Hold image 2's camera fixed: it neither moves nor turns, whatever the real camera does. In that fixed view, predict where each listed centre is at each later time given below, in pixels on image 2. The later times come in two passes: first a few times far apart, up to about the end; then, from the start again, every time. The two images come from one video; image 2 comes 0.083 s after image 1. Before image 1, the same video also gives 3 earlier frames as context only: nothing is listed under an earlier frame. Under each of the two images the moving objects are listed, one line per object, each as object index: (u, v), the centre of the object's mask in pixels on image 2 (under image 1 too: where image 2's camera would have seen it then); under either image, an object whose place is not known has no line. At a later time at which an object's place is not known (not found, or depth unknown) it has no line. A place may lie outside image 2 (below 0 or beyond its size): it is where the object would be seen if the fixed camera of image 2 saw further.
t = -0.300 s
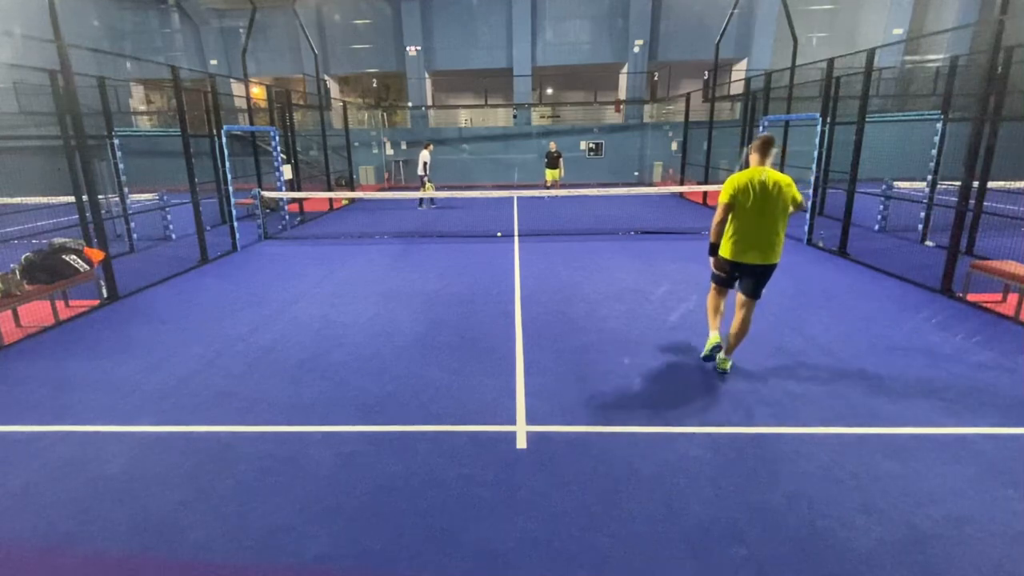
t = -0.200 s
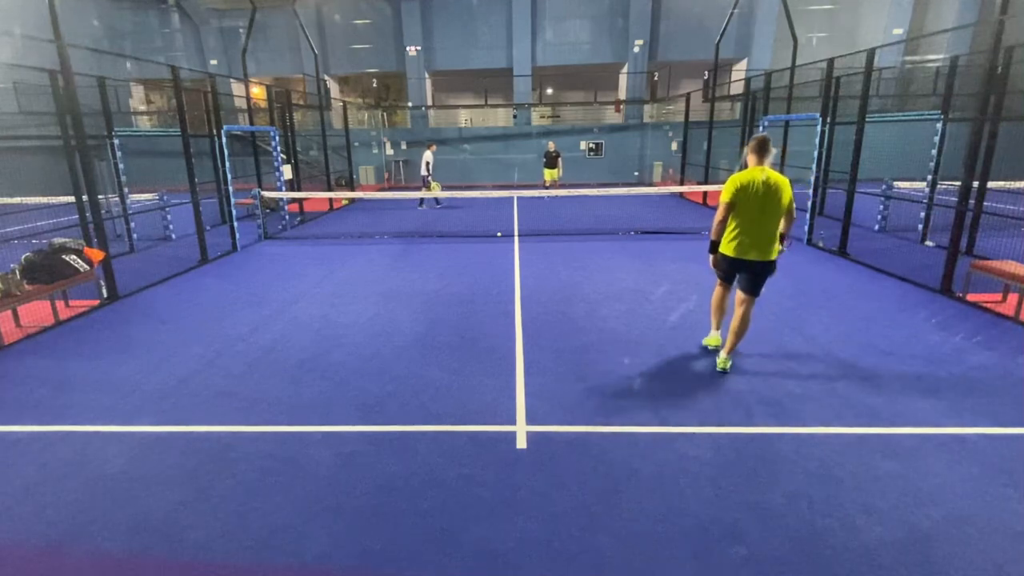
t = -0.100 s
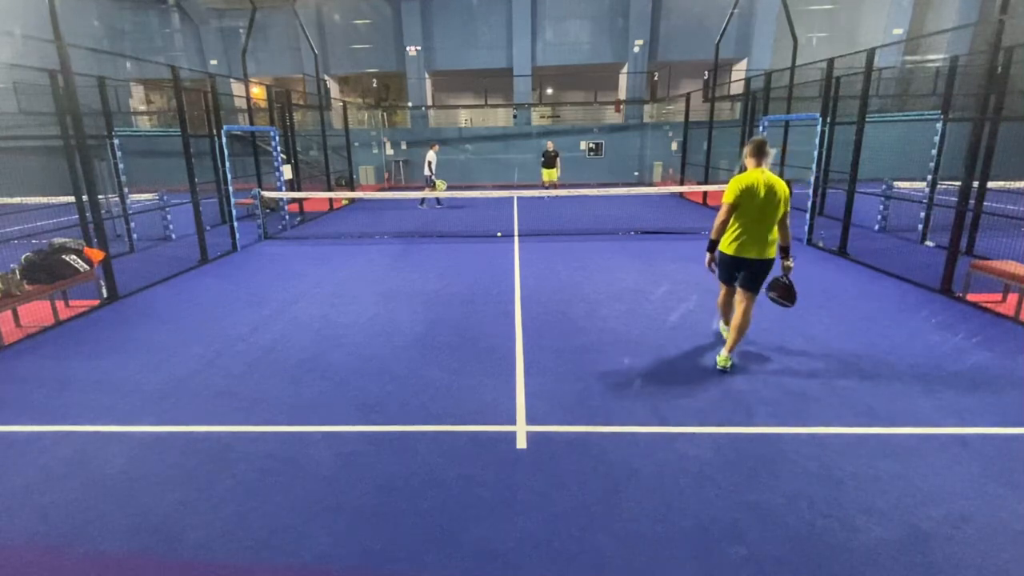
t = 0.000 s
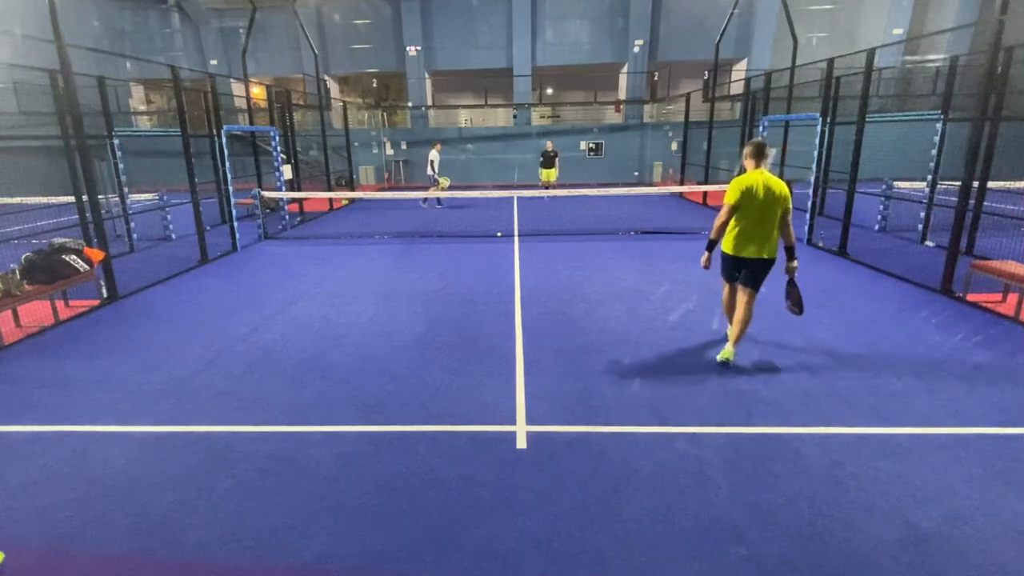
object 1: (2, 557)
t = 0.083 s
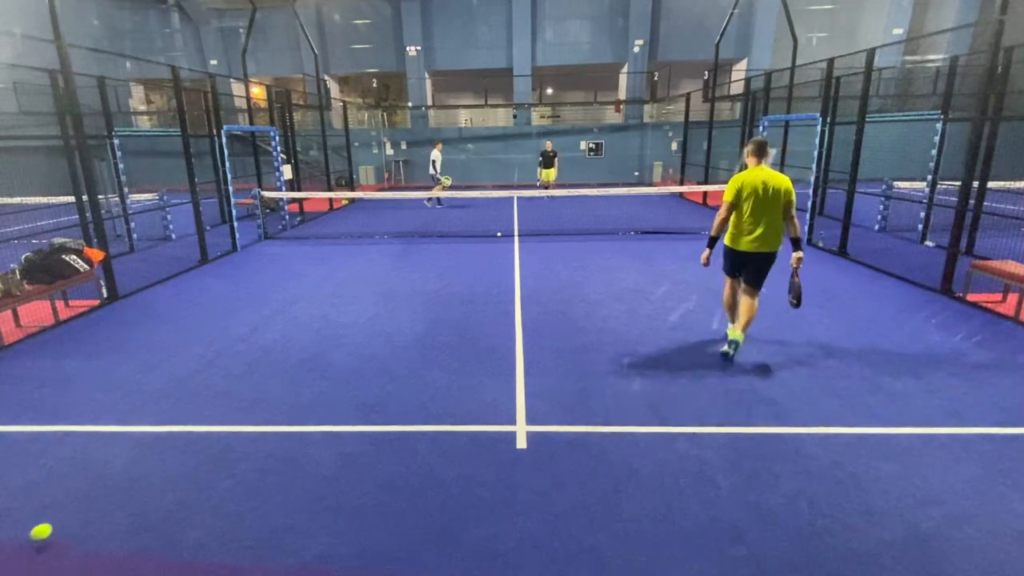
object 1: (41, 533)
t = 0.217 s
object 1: (108, 497)
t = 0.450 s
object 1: (197, 449)
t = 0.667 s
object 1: (258, 414)
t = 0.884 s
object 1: (307, 388)
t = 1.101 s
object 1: (345, 367)
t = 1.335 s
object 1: (378, 349)
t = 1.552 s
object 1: (403, 335)
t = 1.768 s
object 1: (424, 323)
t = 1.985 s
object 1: (442, 313)
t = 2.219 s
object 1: (457, 304)
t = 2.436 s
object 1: (470, 297)
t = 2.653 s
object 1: (481, 291)
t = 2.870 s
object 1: (491, 286)
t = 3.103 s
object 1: (500, 281)
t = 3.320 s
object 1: (507, 277)
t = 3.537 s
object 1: (513, 273)
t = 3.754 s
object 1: (519, 270)
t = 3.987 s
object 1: (524, 267)
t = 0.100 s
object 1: (50, 528)
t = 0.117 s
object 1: (60, 525)
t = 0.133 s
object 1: (69, 522)
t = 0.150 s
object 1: (77, 516)
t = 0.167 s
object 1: (85, 510)
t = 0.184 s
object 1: (93, 506)
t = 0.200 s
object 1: (100, 501)
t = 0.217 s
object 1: (108, 497)
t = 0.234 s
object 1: (116, 494)
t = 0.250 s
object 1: (123, 491)
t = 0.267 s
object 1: (130, 486)
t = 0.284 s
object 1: (137, 482)
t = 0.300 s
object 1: (143, 478)
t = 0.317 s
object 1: (150, 474)
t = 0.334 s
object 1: (156, 471)
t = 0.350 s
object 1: (162, 468)
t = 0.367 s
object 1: (168, 464)
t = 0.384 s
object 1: (174, 461)
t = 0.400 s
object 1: (180, 458)
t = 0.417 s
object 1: (185, 455)
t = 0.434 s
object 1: (192, 452)
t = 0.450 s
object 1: (197, 449)
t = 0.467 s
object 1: (202, 446)
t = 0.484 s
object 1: (207, 443)
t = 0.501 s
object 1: (213, 439)
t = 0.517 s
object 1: (217, 437)
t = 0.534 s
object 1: (222, 435)
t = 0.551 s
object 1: (227, 431)
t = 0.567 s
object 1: (232, 428)
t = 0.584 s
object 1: (237, 426)
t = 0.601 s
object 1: (241, 424)
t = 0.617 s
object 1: (246, 421)
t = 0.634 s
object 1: (250, 419)
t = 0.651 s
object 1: (254, 416)
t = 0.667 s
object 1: (258, 414)
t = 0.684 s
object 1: (263, 412)
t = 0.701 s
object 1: (267, 410)
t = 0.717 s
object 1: (271, 407)
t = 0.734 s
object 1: (275, 405)
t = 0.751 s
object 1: (278, 403)
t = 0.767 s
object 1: (282, 402)
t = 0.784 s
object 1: (286, 399)
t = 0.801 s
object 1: (290, 398)
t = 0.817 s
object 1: (293, 396)
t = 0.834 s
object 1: (297, 394)
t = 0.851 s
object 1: (300, 392)
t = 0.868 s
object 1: (303, 390)
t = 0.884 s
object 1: (307, 388)
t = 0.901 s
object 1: (310, 386)
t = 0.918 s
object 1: (313, 384)
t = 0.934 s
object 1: (316, 383)
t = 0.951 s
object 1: (319, 381)
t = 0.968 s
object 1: (323, 380)
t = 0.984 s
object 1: (326, 378)
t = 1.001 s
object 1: (329, 376)
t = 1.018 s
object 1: (331, 375)
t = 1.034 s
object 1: (334, 373)
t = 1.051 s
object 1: (337, 372)
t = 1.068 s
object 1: (340, 370)
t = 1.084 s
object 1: (343, 368)
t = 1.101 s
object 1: (345, 367)
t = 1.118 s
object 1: (348, 366)
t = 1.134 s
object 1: (351, 364)
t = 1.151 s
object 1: (353, 363)
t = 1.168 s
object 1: (355, 361)
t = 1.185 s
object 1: (358, 360)
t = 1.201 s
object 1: (360, 359)
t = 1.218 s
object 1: (363, 357)
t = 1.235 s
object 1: (365, 356)
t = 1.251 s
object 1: (367, 354)
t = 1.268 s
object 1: (370, 353)
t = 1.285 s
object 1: (372, 352)
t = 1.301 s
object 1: (374, 351)
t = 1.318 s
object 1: (376, 350)
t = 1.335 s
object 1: (378, 349)
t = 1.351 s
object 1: (380, 347)
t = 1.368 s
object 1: (383, 346)
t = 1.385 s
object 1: (385, 345)
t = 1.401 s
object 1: (386, 344)
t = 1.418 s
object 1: (389, 343)
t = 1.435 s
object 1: (390, 342)
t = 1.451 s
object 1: (392, 341)
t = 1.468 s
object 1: (394, 340)
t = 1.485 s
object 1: (396, 338)
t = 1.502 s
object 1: (398, 338)
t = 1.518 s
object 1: (400, 337)
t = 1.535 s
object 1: (402, 336)
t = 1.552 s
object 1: (403, 335)
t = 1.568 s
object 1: (405, 334)
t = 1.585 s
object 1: (407, 333)
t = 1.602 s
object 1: (409, 332)
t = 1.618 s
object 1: (410, 331)
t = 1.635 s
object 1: (412, 330)
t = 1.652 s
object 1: (413, 329)
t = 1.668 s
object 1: (415, 328)
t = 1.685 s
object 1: (417, 327)
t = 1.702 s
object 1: (418, 326)
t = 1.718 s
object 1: (420, 325)
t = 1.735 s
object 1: (421, 324)
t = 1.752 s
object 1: (423, 323)
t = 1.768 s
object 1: (424, 323)
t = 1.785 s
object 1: (426, 322)
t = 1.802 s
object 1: (427, 321)
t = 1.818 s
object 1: (428, 321)
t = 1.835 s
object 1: (430, 320)
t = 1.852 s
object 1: (431, 319)
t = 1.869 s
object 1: (433, 318)
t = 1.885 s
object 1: (434, 317)
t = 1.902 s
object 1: (435, 317)
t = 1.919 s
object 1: (436, 316)
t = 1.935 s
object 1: (438, 315)
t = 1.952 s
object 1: (439, 314)
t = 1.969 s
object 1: (441, 314)
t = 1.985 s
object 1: (442, 313)
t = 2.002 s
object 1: (443, 313)
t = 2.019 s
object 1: (444, 312)
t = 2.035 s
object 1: (445, 311)
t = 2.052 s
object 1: (446, 311)
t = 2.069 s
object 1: (448, 310)
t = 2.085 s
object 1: (449, 309)
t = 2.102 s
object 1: (450, 309)
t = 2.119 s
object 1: (451, 308)
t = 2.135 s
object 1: (452, 307)
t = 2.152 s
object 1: (453, 307)
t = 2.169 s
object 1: (454, 306)
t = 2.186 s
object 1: (455, 306)
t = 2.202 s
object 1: (456, 305)
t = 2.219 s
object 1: (457, 304)
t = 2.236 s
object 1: (458, 304)
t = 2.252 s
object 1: (459, 303)
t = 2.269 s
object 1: (460, 303)
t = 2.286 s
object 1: (461, 302)
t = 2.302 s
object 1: (463, 302)
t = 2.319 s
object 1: (463, 301)
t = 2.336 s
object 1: (464, 300)
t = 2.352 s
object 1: (465, 300)
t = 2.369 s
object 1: (466, 299)
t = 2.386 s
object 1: (467, 299)
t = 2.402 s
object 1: (468, 299)
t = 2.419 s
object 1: (469, 298)
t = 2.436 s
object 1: (470, 297)
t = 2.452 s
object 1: (471, 297)
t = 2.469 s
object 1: (472, 296)
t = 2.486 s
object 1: (473, 296)
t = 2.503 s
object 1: (474, 296)
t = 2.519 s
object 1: (475, 295)
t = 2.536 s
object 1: (476, 294)
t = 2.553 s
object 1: (476, 294)
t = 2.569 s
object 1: (477, 293)
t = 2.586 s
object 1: (478, 293)
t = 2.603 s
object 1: (479, 292)
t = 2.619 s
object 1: (480, 292)
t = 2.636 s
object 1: (480, 292)
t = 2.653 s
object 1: (481, 291)
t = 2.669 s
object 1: (482, 290)
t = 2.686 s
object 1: (483, 290)
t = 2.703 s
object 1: (484, 290)
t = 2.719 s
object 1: (484, 289)
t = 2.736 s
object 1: (485, 289)
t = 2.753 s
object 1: (486, 288)
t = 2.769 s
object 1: (487, 288)
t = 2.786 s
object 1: (488, 288)
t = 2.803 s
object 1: (488, 287)
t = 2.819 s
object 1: (489, 287)
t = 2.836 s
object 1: (490, 286)
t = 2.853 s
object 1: (490, 286)
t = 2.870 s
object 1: (491, 286)
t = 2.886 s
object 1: (492, 285)
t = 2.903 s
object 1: (492, 285)
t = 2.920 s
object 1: (493, 285)
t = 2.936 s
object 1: (494, 284)
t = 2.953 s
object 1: (494, 284)
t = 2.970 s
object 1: (495, 283)
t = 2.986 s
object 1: (495, 283)
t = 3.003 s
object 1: (496, 283)
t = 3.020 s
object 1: (497, 282)
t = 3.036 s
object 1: (498, 282)
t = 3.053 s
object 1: (498, 282)
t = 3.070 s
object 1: (499, 281)
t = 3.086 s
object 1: (499, 281)
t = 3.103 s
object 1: (500, 281)
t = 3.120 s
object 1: (500, 281)
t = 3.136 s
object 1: (501, 280)
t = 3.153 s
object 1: (502, 280)
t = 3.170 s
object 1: (502, 279)
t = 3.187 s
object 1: (503, 279)
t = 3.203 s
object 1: (503, 278)
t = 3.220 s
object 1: (504, 278)
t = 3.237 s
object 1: (504, 278)
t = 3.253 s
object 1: (505, 278)
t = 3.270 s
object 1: (506, 278)
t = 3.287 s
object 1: (506, 277)
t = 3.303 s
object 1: (507, 277)
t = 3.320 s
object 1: (507, 277)
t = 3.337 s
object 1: (508, 276)
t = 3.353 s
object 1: (508, 276)
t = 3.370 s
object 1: (509, 276)
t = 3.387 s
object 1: (509, 275)
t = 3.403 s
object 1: (510, 275)
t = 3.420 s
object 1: (510, 275)
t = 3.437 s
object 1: (511, 275)
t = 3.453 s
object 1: (511, 274)
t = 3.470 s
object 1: (511, 274)
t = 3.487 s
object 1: (511, 274)
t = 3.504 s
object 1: (512, 273)
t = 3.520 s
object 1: (512, 273)
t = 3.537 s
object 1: (513, 273)
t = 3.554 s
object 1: (513, 273)
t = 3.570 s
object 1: (514, 272)
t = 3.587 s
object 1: (514, 272)
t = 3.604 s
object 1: (515, 272)
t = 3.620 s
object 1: (515, 272)
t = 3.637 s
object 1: (516, 272)
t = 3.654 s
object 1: (516, 272)
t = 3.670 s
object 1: (517, 271)
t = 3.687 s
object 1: (517, 271)
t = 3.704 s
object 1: (517, 271)
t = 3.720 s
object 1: (518, 271)
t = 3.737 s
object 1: (519, 270)
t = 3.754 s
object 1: (519, 270)
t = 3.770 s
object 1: (519, 270)
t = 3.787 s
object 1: (519, 270)
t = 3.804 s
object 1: (520, 269)
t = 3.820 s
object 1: (520, 269)
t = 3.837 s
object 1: (521, 269)
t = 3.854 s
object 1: (521, 268)
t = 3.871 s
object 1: (522, 268)
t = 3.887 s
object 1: (522, 268)
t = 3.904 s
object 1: (522, 268)
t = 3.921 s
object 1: (523, 268)
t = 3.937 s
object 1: (523, 268)
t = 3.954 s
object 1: (523, 267)
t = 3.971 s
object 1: (524, 267)
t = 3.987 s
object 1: (524, 267)
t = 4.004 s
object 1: (524, 267)
